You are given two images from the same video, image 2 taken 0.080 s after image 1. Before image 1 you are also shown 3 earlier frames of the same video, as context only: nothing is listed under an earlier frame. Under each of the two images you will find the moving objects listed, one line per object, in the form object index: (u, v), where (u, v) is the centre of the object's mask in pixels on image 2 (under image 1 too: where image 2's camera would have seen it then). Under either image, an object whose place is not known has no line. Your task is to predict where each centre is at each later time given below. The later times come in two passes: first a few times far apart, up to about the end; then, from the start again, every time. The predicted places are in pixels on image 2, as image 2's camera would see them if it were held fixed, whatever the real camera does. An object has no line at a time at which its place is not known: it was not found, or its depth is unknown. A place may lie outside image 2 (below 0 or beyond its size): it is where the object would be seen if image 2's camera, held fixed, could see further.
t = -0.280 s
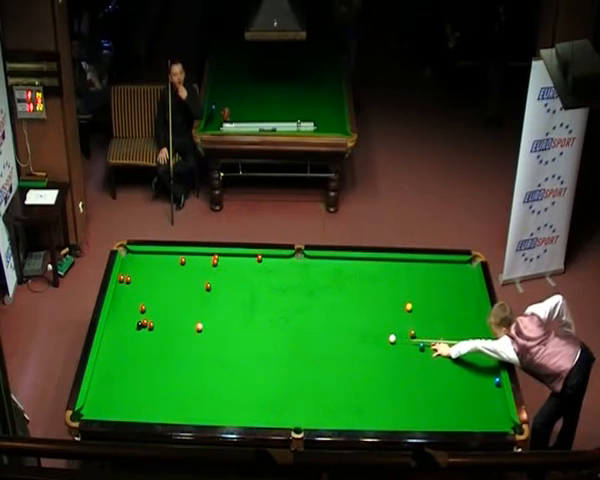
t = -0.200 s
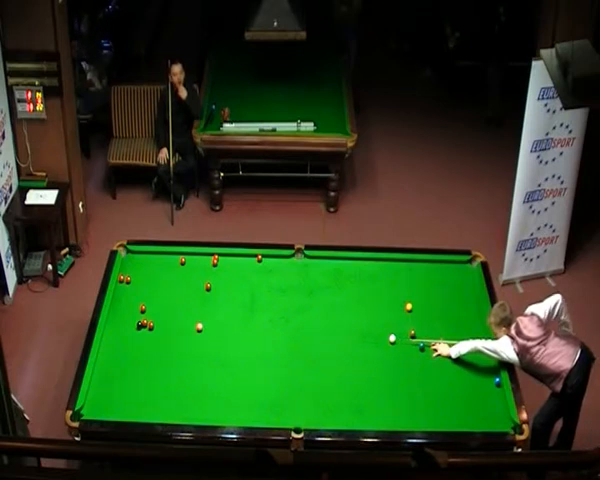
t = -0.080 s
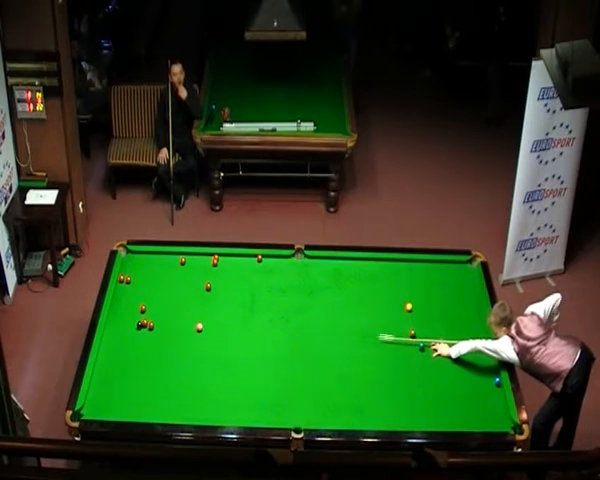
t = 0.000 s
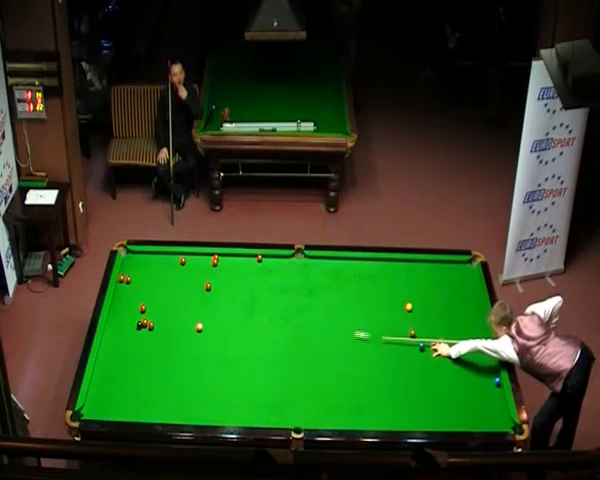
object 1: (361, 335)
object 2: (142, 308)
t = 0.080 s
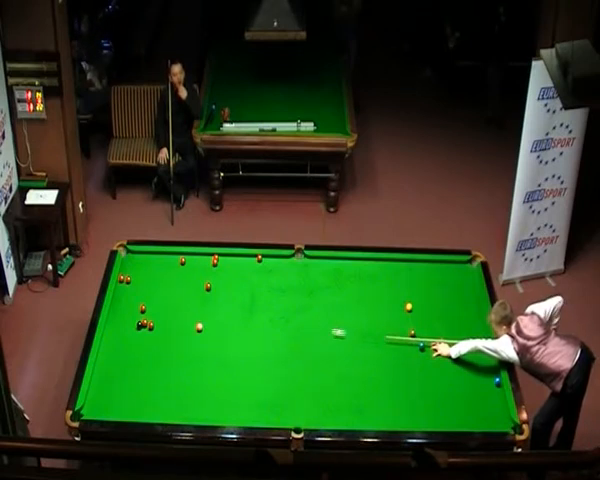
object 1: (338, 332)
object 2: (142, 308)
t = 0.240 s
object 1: (295, 328)
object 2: (142, 308)
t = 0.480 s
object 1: (231, 321)
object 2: (142, 308)
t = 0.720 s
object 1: (169, 315)
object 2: (142, 308)
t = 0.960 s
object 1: (119, 321)
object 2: (134, 296)
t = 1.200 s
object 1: (129, 338)
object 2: (124, 283)
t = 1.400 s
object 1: (150, 352)
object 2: (119, 283)
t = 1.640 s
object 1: (176, 370)
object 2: (126, 284)
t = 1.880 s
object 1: (203, 388)
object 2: (131, 286)
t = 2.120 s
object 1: (231, 406)
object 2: (137, 287)
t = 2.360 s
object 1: (259, 414)
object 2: (142, 288)
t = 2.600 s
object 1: (284, 404)
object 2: (147, 290)
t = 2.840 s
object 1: (307, 394)
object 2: (151, 290)
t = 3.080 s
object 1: (329, 386)
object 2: (154, 292)
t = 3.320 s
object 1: (350, 377)
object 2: (157, 292)
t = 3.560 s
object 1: (370, 368)
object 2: (159, 293)
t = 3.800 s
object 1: (389, 360)
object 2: (161, 294)
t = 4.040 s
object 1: (407, 353)
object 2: (163, 294)
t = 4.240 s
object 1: (418, 349)
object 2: (163, 295)
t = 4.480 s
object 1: (423, 349)
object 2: (164, 295)
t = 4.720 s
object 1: (427, 349)
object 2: (165, 295)
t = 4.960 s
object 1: (431, 349)
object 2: (165, 295)
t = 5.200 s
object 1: (434, 348)
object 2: (165, 296)
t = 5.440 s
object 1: (436, 348)
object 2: (164, 296)
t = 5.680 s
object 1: (438, 348)
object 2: (164, 296)
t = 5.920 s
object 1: (440, 348)
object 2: (164, 296)
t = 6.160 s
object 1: (441, 348)
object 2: (164, 296)
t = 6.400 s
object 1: (441, 348)
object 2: (164, 296)
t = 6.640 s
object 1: (441, 348)
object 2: (164, 296)
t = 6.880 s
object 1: (441, 348)
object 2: (165, 296)
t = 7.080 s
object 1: (441, 348)
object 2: (164, 296)
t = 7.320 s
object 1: (441, 348)
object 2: (164, 296)
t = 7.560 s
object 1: (441, 348)
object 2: (164, 296)
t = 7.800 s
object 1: (441, 348)
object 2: (164, 296)
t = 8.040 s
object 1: (441, 348)
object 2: (164, 296)
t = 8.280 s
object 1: (441, 348)
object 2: (164, 296)
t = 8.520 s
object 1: (441, 348)
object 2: (164, 296)
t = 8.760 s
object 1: (441, 348)
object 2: (164, 296)
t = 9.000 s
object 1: (441, 348)
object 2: (164, 296)
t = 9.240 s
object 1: (441, 348)
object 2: (164, 296)
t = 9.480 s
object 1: (441, 348)
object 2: (164, 296)
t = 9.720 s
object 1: (441, 348)
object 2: (164, 296)
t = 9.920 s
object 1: (441, 348)
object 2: (164, 296)
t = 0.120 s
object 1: (327, 331)
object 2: (142, 308)
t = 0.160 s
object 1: (316, 330)
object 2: (142, 308)
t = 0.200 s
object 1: (305, 329)
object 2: (142, 308)
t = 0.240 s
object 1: (295, 328)
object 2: (142, 308)
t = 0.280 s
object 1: (284, 327)
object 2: (142, 308)
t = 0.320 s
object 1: (273, 326)
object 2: (142, 308)
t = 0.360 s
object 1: (263, 325)
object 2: (142, 308)
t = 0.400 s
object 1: (252, 324)
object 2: (142, 308)
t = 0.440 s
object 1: (241, 323)
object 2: (142, 308)
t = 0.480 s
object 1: (231, 321)
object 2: (142, 308)
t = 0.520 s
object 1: (220, 320)
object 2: (142, 308)
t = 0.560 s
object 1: (210, 319)
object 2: (142, 308)
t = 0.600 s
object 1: (200, 318)
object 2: (142, 308)
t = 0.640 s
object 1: (190, 317)
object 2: (142, 308)
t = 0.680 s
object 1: (180, 316)
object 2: (142, 308)
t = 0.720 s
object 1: (169, 315)
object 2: (142, 308)
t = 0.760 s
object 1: (160, 313)
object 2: (142, 308)
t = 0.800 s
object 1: (150, 312)
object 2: (142, 308)
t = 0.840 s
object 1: (141, 314)
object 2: (140, 305)
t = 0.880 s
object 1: (134, 316)
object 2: (138, 302)
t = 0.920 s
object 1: (126, 319)
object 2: (136, 299)
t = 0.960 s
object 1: (119, 321)
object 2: (134, 296)
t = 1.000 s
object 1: (111, 324)
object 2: (132, 292)
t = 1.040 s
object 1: (108, 326)
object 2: (130, 290)
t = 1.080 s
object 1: (114, 329)
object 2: (129, 288)
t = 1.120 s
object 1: (119, 332)
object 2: (127, 285)
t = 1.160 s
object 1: (124, 335)
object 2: (125, 284)
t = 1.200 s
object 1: (129, 338)
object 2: (124, 283)
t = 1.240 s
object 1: (133, 341)
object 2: (122, 283)
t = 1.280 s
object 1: (137, 344)
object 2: (119, 283)
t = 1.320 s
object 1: (141, 346)
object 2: (118, 283)
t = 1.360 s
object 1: (146, 349)
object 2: (118, 283)
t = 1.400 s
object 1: (150, 352)
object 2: (119, 283)
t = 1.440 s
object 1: (154, 355)
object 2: (120, 283)
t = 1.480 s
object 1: (159, 358)
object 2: (121, 284)
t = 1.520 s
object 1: (163, 361)
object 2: (123, 284)
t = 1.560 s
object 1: (168, 364)
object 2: (124, 284)
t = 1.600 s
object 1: (172, 366)
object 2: (125, 284)
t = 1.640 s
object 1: (176, 370)
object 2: (126, 284)
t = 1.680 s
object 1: (181, 373)
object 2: (127, 284)
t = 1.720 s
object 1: (185, 375)
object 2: (127, 284)
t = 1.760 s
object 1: (190, 378)
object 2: (129, 285)
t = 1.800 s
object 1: (194, 381)
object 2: (130, 286)
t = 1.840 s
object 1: (199, 384)
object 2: (131, 286)
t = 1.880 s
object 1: (203, 388)
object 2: (131, 286)
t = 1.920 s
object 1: (208, 390)
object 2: (132, 286)
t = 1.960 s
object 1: (212, 394)
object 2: (133, 286)
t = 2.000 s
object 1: (217, 397)
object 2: (135, 287)
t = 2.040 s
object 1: (222, 399)
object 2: (135, 287)
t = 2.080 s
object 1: (226, 403)
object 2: (136, 287)
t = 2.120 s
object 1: (231, 406)
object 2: (137, 287)
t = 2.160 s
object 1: (236, 409)
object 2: (138, 288)
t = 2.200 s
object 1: (240, 412)
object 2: (139, 288)
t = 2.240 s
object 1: (245, 414)
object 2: (139, 288)
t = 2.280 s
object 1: (250, 416)
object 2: (141, 288)
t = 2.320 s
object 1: (255, 415)
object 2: (141, 288)
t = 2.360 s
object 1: (259, 414)
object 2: (142, 288)
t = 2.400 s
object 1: (263, 412)
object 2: (143, 289)
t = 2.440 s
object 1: (267, 411)
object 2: (143, 289)
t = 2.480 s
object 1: (271, 409)
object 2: (145, 289)
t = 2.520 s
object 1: (276, 407)
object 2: (145, 289)
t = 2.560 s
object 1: (280, 406)
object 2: (146, 289)
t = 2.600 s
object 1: (284, 404)
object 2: (147, 290)
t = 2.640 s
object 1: (288, 402)
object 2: (147, 290)
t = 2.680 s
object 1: (292, 401)
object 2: (148, 290)
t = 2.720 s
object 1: (295, 399)
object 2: (149, 290)
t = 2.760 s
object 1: (299, 397)
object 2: (149, 290)
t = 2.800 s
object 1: (303, 396)
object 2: (150, 291)
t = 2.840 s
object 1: (307, 394)
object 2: (151, 290)
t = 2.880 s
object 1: (311, 393)
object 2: (151, 291)
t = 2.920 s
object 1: (315, 391)
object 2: (152, 291)
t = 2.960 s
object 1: (318, 390)
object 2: (152, 291)
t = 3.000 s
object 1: (322, 389)
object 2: (153, 291)
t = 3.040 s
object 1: (326, 387)
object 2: (153, 291)
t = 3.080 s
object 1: (329, 386)
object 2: (154, 292)
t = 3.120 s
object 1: (333, 384)
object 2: (155, 292)
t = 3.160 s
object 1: (337, 382)
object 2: (155, 292)
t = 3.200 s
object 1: (340, 381)
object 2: (155, 292)
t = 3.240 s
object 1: (343, 380)
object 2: (156, 292)
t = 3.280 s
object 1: (347, 378)
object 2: (156, 292)
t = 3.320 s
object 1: (350, 377)
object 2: (157, 292)
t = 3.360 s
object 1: (354, 375)
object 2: (157, 292)
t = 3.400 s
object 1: (357, 373)
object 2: (158, 292)
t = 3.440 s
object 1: (360, 372)
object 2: (158, 293)
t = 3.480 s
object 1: (364, 371)
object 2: (159, 293)
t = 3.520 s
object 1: (367, 370)
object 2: (159, 293)
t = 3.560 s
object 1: (370, 368)
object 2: (159, 293)
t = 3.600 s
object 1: (373, 367)
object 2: (160, 293)
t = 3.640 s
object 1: (376, 365)
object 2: (160, 293)
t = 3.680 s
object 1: (379, 365)
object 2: (161, 294)
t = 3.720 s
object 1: (383, 363)
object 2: (161, 294)
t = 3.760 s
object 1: (386, 362)
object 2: (161, 293)
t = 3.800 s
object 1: (389, 360)
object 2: (161, 294)
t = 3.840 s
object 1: (392, 359)
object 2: (161, 294)
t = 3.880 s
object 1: (395, 358)
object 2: (162, 294)
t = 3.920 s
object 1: (398, 357)
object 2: (162, 294)
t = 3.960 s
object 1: (401, 355)
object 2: (162, 294)
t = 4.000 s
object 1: (404, 354)
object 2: (162, 294)
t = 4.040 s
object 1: (407, 353)
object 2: (163, 294)
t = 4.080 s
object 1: (410, 352)
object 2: (163, 294)
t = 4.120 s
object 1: (412, 351)
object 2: (163, 294)
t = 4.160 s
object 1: (415, 349)
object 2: (163, 294)
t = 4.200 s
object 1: (417, 349)
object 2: (163, 295)
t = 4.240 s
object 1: (418, 349)
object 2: (163, 295)
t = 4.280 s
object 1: (418, 349)
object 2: (164, 295)
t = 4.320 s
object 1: (419, 349)
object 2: (164, 295)
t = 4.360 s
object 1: (420, 349)
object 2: (164, 295)
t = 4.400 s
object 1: (421, 349)
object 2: (164, 295)
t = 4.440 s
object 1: (422, 349)
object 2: (164, 295)
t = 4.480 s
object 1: (423, 349)
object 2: (164, 295)
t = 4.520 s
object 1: (424, 349)
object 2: (164, 295)
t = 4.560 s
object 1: (424, 349)
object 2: (164, 295)
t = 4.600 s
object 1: (425, 349)
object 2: (165, 295)
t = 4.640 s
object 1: (425, 349)
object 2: (165, 295)
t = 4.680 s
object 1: (426, 349)
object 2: (165, 295)
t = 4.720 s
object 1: (427, 349)
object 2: (165, 295)
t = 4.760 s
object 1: (428, 349)
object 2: (165, 295)
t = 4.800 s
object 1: (428, 349)
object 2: (165, 295)
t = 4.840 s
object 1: (429, 349)
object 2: (165, 295)
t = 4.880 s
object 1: (430, 349)
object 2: (165, 295)
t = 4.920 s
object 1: (431, 349)
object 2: (165, 295)
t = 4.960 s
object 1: (431, 349)
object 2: (165, 295)
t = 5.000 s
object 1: (431, 349)
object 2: (165, 295)
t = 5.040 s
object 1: (432, 349)
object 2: (165, 296)
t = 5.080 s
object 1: (432, 349)
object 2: (165, 296)
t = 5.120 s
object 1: (433, 349)
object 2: (165, 296)
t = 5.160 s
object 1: (434, 349)
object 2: (165, 296)
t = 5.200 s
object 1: (434, 348)
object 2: (165, 296)
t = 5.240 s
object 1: (435, 348)
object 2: (165, 296)
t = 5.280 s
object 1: (435, 348)
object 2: (165, 296)
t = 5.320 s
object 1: (435, 348)
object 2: (165, 296)
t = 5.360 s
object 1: (436, 349)
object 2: (164, 296)
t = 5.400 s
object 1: (436, 348)
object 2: (165, 296)
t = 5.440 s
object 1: (436, 348)
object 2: (164, 296)
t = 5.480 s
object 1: (437, 349)
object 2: (164, 296)
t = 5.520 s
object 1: (437, 348)
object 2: (164, 296)
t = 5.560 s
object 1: (438, 348)
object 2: (164, 296)
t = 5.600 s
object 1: (438, 349)
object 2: (164, 296)
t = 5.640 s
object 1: (438, 348)
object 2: (164, 296)
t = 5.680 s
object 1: (438, 348)
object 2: (164, 296)
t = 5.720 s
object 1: (439, 348)
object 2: (164, 296)
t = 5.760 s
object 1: (439, 348)
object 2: (164, 296)
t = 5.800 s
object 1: (439, 348)
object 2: (164, 296)
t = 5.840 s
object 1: (439, 348)
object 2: (164, 296)
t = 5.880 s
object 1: (439, 348)
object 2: (164, 296)
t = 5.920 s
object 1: (440, 348)
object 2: (164, 296)
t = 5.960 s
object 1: (440, 348)
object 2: (164, 296)
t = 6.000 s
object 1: (440, 348)
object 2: (164, 296)
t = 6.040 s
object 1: (440, 348)
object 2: (164, 296)
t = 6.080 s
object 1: (440, 348)
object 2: (164, 296)
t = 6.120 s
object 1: (441, 348)
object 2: (164, 296)
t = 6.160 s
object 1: (441, 348)
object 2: (164, 296)
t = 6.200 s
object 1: (441, 348)
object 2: (164, 296)
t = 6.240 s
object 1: (441, 348)
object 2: (164, 296)
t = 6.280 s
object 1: (441, 348)
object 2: (164, 296)
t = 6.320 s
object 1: (441, 348)
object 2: (164, 296)
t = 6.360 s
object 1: (441, 348)
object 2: (164, 296)
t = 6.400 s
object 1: (441, 348)
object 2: (164, 296)
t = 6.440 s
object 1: (441, 348)
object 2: (164, 296)
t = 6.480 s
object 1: (441, 348)
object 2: (164, 296)
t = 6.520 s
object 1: (441, 348)
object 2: (164, 296)
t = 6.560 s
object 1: (441, 348)
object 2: (164, 296)
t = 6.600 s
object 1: (441, 348)
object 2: (164, 296)
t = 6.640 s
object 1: (441, 348)
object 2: (164, 296)
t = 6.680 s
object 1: (441, 348)
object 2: (165, 296)
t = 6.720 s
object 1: (441, 348)
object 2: (164, 296)
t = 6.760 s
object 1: (441, 348)
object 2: (165, 296)
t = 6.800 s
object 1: (441, 348)
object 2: (165, 296)
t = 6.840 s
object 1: (441, 348)
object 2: (165, 296)
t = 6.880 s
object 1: (441, 348)
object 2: (165, 296)
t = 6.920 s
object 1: (441, 348)
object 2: (164, 296)
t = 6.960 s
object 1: (441, 348)
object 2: (164, 296)
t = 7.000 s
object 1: (441, 348)
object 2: (164, 296)
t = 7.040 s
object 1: (441, 348)
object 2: (164, 296)
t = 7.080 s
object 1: (441, 348)
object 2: (164, 296)
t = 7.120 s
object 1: (441, 348)
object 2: (164, 296)
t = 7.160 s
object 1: (441, 348)
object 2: (164, 296)
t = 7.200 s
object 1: (441, 348)
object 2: (164, 296)
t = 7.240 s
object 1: (441, 348)
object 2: (164, 296)
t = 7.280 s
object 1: (441, 348)
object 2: (165, 296)
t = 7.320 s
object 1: (441, 348)
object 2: (164, 296)
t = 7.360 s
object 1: (441, 348)
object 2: (164, 296)
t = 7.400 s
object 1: (441, 348)
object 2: (164, 296)
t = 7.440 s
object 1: (441, 348)
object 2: (164, 296)
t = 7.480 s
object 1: (441, 348)
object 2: (164, 296)
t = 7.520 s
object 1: (441, 348)
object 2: (164, 296)
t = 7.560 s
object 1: (441, 348)
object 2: (164, 296)
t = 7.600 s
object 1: (441, 348)
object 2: (164, 296)
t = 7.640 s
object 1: (441, 348)
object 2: (164, 296)
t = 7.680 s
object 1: (441, 348)
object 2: (164, 295)
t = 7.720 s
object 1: (441, 348)
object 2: (164, 295)
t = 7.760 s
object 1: (441, 348)
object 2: (164, 296)
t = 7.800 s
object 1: (441, 348)
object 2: (164, 296)
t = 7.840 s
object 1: (441, 348)
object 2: (164, 296)
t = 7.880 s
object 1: (441, 348)
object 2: (164, 296)
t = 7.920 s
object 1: (441, 348)
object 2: (164, 296)
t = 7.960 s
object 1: (441, 348)
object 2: (164, 296)
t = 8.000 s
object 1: (441, 348)
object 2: (164, 296)
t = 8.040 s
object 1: (441, 348)
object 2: (164, 296)
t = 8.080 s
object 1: (441, 348)
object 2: (164, 296)
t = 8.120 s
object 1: (441, 348)
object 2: (164, 296)
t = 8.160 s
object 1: (441, 348)
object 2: (164, 296)
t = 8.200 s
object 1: (441, 348)
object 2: (164, 296)
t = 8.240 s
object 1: (441, 348)
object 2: (164, 296)
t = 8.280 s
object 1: (441, 348)
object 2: (164, 296)
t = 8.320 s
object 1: (441, 348)
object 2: (164, 296)
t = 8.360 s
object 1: (441, 348)
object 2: (164, 296)
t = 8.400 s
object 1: (441, 348)
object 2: (164, 296)
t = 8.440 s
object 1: (441, 348)
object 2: (164, 296)
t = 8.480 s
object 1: (441, 348)
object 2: (164, 296)
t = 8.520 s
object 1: (441, 348)
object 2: (164, 296)
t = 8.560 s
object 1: (441, 348)
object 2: (164, 296)
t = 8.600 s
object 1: (441, 348)
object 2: (164, 296)
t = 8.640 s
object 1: (441, 348)
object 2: (164, 296)
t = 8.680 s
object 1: (441, 348)
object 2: (164, 296)
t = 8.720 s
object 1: (441, 348)
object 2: (164, 296)
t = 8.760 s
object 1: (441, 348)
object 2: (164, 296)
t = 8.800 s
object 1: (441, 348)
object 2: (164, 296)
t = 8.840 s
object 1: (441, 348)
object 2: (164, 296)
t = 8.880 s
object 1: (441, 348)
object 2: (164, 296)
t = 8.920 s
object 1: (441, 348)
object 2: (164, 296)
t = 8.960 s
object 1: (441, 348)
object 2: (164, 296)
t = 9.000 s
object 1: (441, 348)
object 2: (164, 296)
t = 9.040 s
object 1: (441, 348)
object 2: (164, 296)
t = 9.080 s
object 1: (441, 348)
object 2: (164, 296)
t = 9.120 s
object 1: (441, 348)
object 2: (164, 296)
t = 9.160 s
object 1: (441, 348)
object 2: (164, 296)
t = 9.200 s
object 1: (441, 348)
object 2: (164, 296)
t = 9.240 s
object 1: (441, 348)
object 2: (164, 296)
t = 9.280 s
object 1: (441, 348)
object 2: (164, 296)
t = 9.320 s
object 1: (441, 348)
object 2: (164, 296)
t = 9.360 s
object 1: (441, 348)
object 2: (164, 296)
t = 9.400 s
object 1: (441, 348)
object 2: (164, 296)
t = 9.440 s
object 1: (441, 348)
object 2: (164, 296)
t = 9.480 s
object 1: (441, 348)
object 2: (164, 296)
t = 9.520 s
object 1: (441, 348)
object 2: (164, 296)
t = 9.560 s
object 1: (441, 348)
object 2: (164, 296)
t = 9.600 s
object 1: (441, 348)
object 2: (164, 296)
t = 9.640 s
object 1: (441, 348)
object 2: (164, 296)
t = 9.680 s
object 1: (441, 348)
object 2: (164, 296)
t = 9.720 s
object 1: (441, 348)
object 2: (164, 296)
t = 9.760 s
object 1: (441, 348)
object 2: (164, 296)
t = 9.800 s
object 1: (441, 348)
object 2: (164, 296)
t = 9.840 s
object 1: (441, 348)
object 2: (164, 296)
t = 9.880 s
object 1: (441, 348)
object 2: (164, 296)
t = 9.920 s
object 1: (441, 348)
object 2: (164, 296)
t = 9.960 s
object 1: (441, 348)
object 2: (164, 296)
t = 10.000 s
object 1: (441, 348)
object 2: (164, 296)
